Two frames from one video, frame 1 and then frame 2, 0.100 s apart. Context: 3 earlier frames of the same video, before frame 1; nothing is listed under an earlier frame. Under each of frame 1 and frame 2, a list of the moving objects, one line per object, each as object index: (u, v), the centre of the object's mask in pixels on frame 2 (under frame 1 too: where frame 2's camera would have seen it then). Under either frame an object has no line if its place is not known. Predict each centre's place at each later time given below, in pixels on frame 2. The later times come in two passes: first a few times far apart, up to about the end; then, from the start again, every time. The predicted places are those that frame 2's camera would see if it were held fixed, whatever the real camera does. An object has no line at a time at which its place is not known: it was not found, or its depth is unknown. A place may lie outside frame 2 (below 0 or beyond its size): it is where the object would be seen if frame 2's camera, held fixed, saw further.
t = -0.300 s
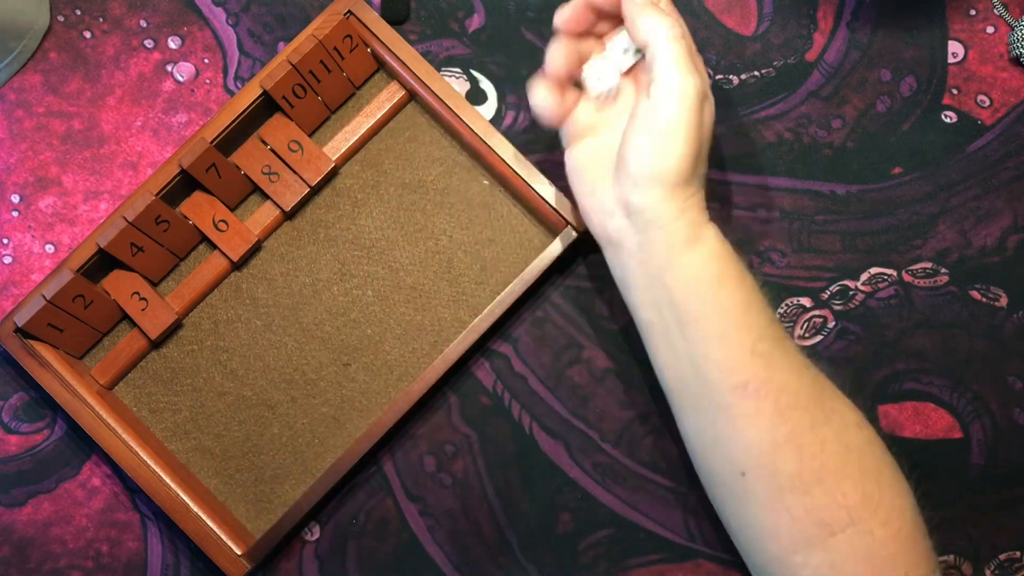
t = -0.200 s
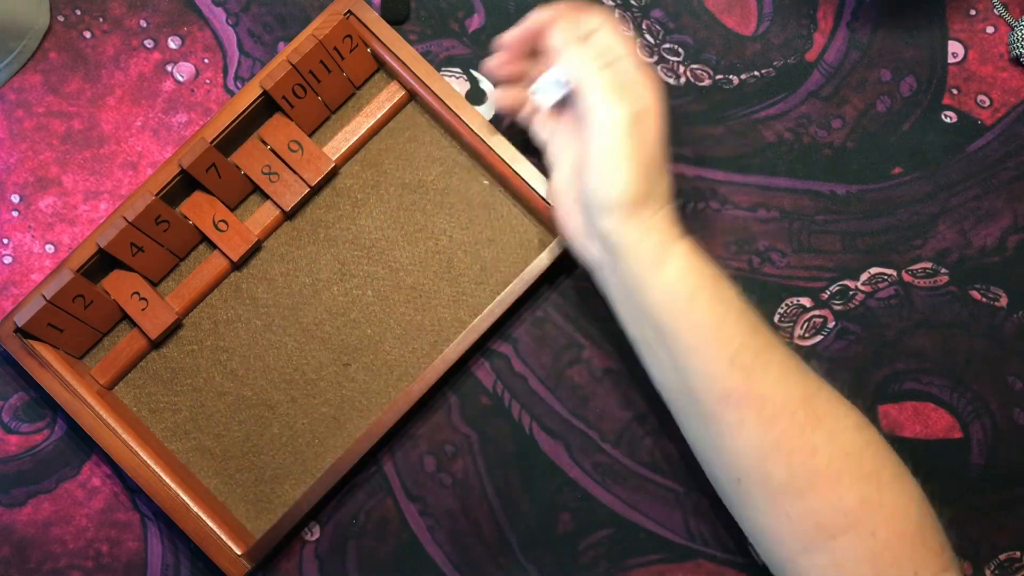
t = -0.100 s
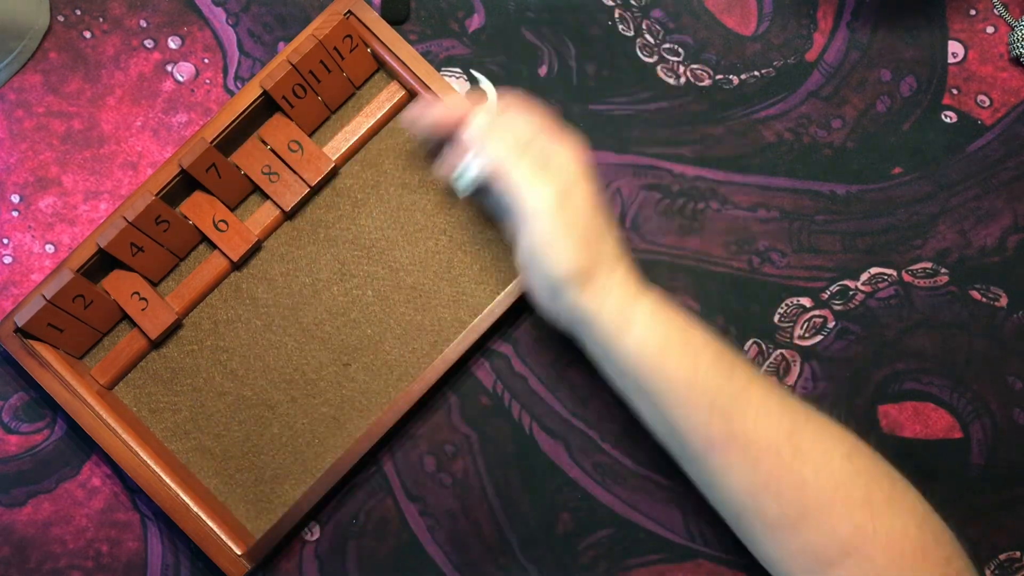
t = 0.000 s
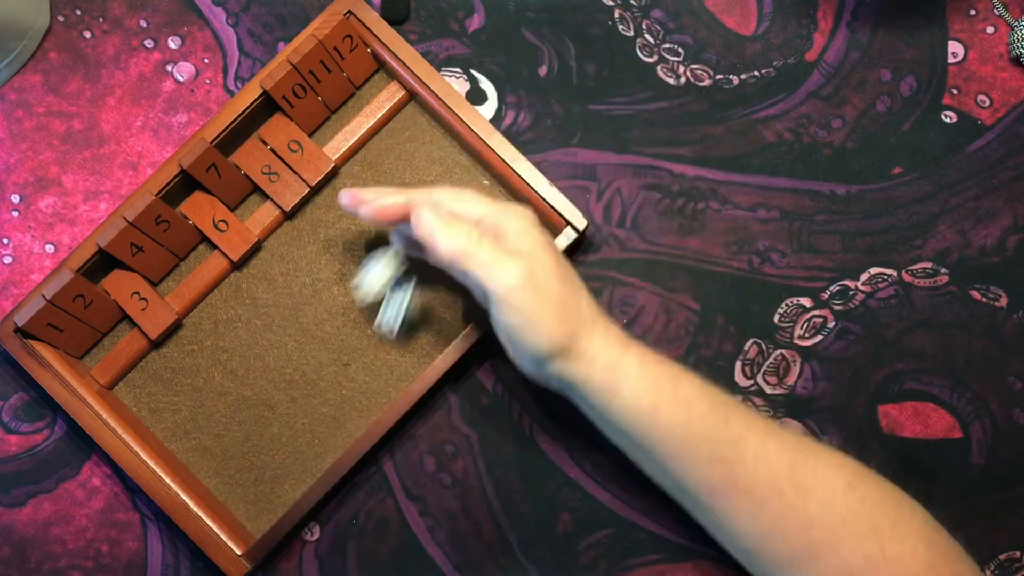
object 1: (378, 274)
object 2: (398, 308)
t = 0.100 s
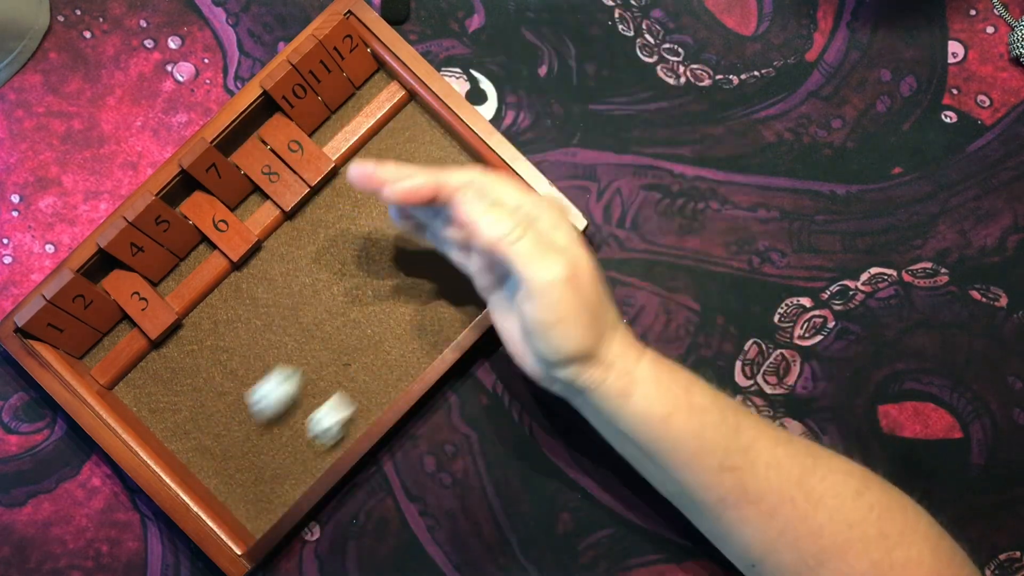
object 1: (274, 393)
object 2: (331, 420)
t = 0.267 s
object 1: (238, 436)
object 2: (258, 504)
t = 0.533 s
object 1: (255, 390)
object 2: (271, 485)
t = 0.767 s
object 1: (255, 390)
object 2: (271, 485)
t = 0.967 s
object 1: (255, 389)
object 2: (271, 485)
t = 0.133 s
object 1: (236, 429)
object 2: (306, 450)
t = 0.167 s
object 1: (205, 460)
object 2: (280, 476)
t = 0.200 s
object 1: (212, 456)
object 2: (258, 502)
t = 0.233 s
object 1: (223, 447)
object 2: (254, 508)
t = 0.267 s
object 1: (238, 436)
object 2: (258, 504)
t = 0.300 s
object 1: (241, 425)
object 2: (260, 501)
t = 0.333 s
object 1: (246, 415)
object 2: (263, 499)
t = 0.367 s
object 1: (248, 409)
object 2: (265, 491)
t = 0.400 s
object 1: (251, 402)
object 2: (267, 487)
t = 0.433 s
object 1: (253, 394)
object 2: (269, 485)
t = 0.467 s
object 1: (255, 390)
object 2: (271, 485)
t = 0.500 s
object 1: (255, 390)
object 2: (271, 485)
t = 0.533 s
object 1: (255, 390)
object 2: (271, 485)
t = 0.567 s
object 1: (255, 390)
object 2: (271, 485)
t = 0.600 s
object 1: (255, 390)
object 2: (271, 485)
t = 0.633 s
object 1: (255, 390)
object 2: (271, 485)
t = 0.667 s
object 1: (255, 390)
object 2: (271, 485)
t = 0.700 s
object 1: (255, 390)
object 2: (271, 485)
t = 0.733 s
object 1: (255, 390)
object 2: (271, 485)
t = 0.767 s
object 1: (255, 390)
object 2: (271, 485)
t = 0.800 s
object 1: (255, 390)
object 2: (271, 485)
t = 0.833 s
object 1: (255, 390)
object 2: (271, 485)
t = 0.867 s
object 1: (255, 390)
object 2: (271, 485)
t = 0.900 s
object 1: (255, 390)
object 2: (271, 485)
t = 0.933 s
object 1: (255, 390)
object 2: (271, 485)
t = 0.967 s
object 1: (255, 389)
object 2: (271, 485)
